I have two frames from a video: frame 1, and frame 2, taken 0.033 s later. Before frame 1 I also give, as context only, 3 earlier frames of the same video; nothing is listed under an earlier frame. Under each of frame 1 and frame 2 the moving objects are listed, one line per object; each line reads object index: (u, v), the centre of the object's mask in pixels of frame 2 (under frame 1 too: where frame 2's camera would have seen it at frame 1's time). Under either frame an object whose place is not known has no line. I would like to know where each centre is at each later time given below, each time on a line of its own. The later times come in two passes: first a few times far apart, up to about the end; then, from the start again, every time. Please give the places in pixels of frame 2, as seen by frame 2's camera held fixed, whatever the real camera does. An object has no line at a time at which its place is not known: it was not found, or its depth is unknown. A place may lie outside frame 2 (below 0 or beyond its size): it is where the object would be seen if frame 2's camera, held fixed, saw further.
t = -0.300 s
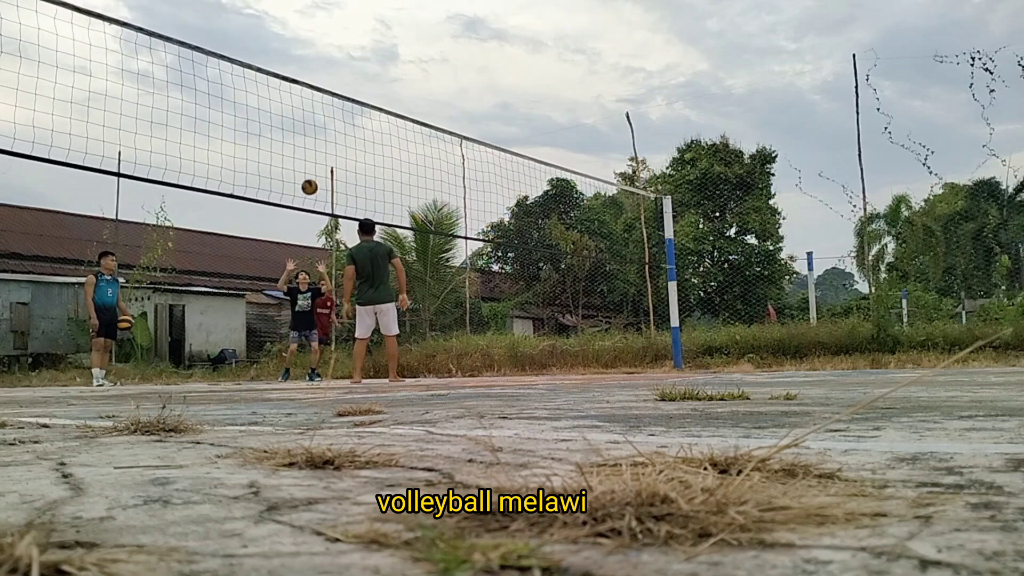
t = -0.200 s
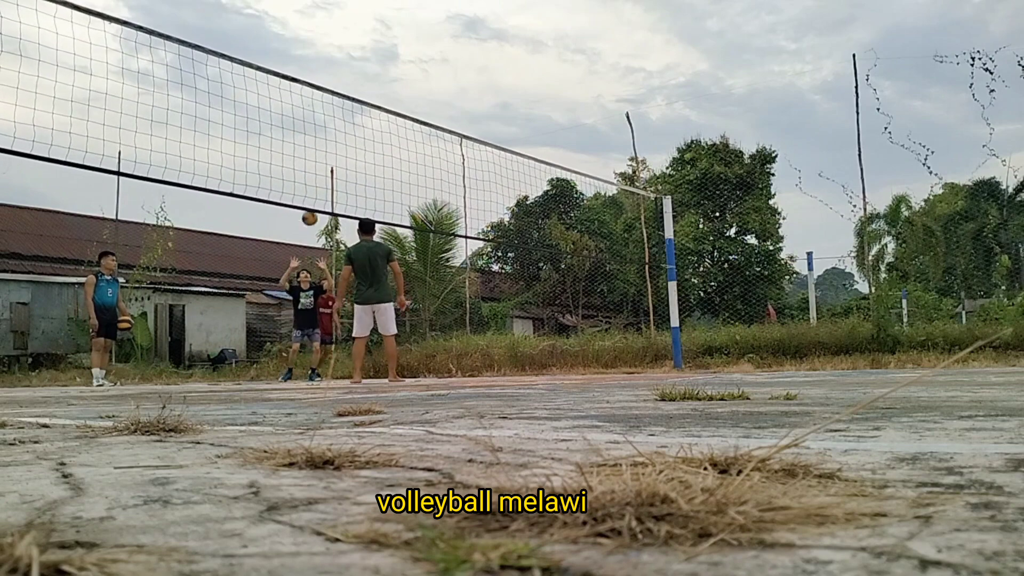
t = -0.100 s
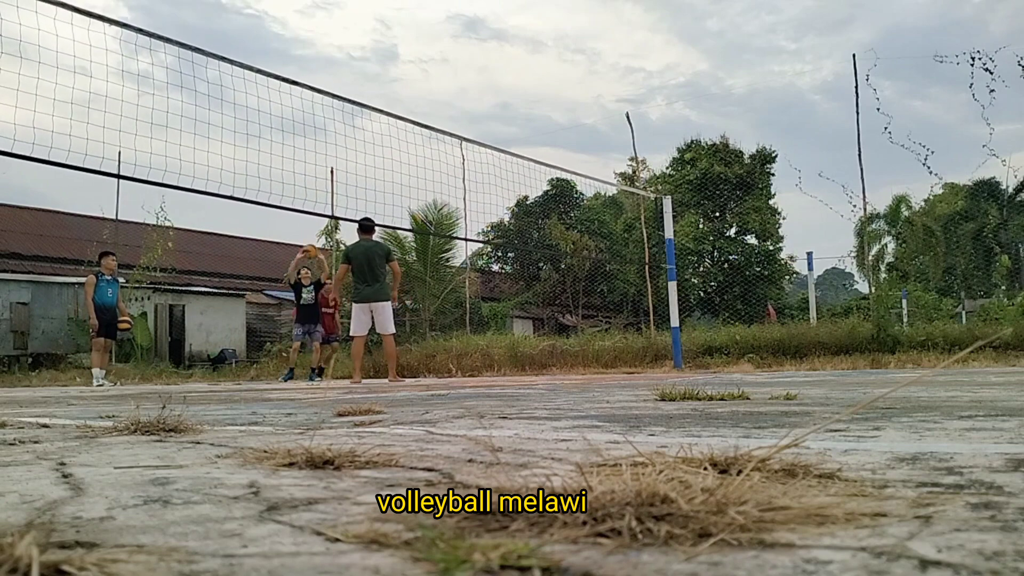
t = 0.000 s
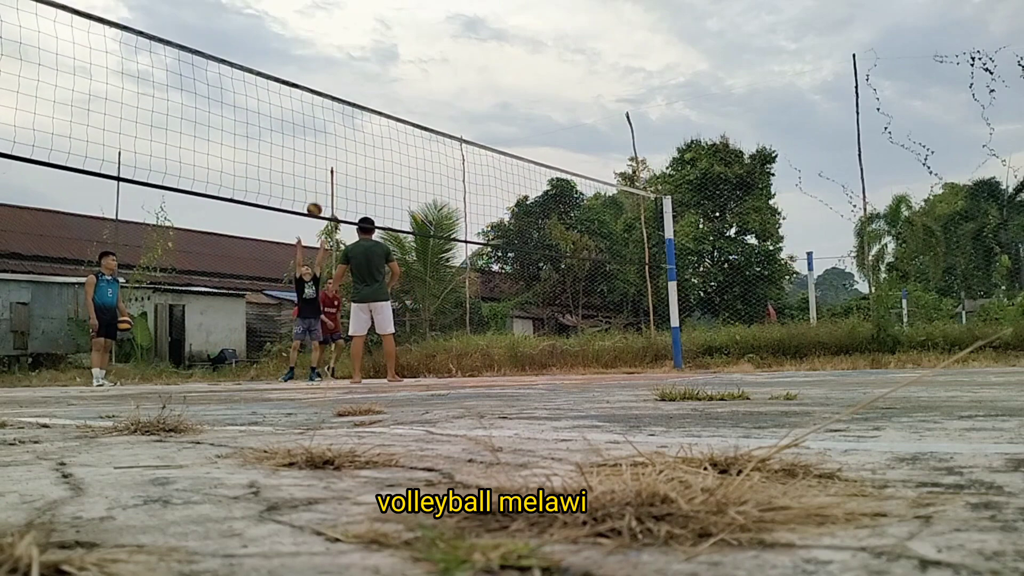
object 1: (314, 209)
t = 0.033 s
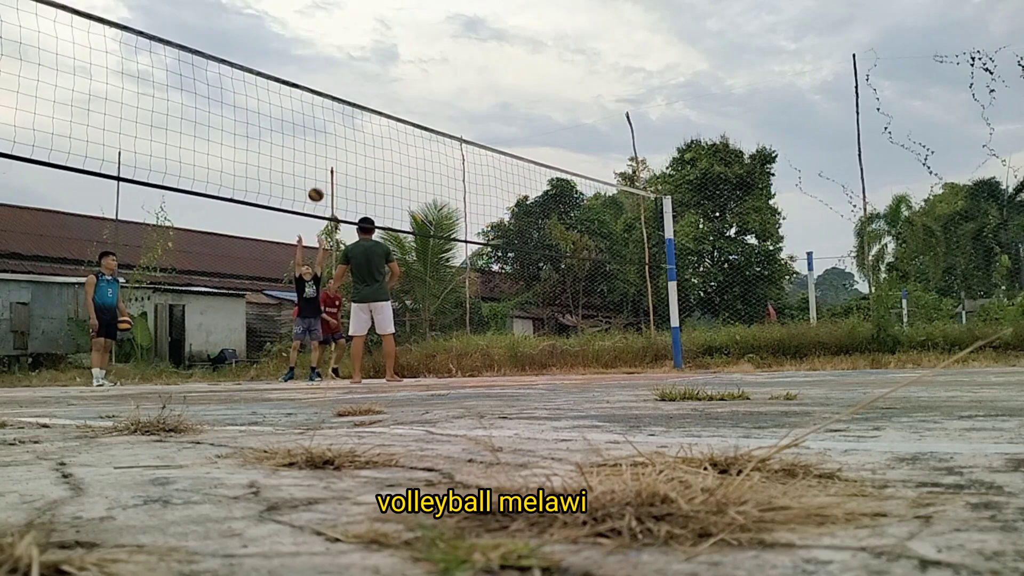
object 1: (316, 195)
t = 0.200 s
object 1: (323, 130)
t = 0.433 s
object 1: (333, 69)
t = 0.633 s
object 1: (342, 45)
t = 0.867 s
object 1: (354, 56)
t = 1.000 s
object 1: (361, 84)
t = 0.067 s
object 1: (317, 180)
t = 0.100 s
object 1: (319, 167)
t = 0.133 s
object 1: (321, 154)
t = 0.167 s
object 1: (322, 142)
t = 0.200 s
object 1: (323, 130)
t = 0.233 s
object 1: (325, 120)
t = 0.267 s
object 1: (326, 110)
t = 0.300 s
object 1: (327, 101)
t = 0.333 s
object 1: (329, 90)
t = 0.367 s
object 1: (330, 83)
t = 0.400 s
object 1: (331, 76)
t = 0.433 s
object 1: (333, 69)
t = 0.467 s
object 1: (334, 63)
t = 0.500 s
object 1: (336, 58)
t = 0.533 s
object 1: (337, 54)
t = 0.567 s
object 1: (339, 50)
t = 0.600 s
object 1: (340, 47)
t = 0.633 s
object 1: (342, 45)
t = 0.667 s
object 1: (344, 44)
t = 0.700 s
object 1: (345, 44)
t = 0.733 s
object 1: (347, 45)
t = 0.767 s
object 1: (349, 46)
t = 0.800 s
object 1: (350, 49)
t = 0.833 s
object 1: (352, 52)
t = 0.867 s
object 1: (354, 56)
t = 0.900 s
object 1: (356, 62)
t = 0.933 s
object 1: (357, 68)
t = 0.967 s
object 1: (359, 76)
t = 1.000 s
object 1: (361, 84)
